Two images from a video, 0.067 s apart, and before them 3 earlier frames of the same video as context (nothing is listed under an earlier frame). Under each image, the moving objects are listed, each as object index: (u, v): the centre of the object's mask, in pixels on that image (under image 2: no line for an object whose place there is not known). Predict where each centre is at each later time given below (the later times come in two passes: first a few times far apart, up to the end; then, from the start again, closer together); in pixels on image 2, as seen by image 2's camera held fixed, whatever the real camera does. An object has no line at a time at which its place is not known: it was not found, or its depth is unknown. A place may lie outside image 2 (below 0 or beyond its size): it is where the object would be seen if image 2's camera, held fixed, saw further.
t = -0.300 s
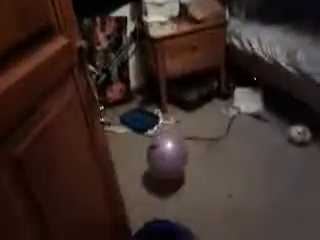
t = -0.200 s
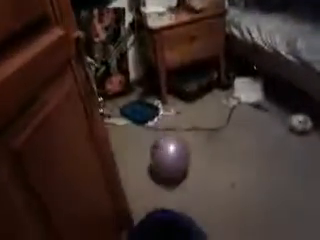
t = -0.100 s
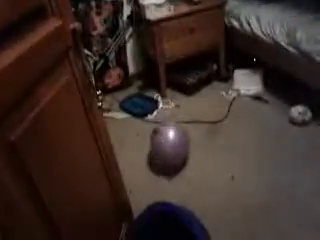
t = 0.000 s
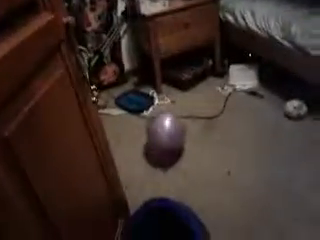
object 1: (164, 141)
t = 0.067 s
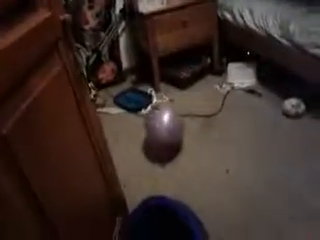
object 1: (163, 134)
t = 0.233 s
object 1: (166, 128)
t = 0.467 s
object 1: (171, 125)
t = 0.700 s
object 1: (175, 119)
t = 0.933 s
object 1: (180, 111)
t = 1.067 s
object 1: (180, 110)
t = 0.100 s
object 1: (163, 133)
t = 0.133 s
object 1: (163, 132)
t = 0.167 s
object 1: (165, 129)
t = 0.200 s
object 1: (165, 128)
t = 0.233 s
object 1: (166, 128)
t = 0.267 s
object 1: (167, 127)
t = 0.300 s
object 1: (167, 127)
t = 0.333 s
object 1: (168, 127)
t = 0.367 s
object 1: (169, 127)
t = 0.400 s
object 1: (170, 127)
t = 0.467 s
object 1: (171, 125)
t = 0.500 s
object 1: (171, 124)
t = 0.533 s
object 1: (172, 123)
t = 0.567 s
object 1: (173, 122)
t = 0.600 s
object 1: (173, 121)
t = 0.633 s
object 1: (174, 120)
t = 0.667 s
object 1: (174, 120)
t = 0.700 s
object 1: (175, 119)
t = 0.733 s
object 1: (177, 117)
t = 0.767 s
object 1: (178, 116)
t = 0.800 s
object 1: (178, 115)
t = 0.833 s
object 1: (179, 115)
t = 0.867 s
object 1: (179, 114)
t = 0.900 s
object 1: (180, 113)
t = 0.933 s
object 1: (180, 111)
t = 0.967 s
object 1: (180, 111)
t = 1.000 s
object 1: (180, 110)
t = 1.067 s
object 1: (180, 110)
